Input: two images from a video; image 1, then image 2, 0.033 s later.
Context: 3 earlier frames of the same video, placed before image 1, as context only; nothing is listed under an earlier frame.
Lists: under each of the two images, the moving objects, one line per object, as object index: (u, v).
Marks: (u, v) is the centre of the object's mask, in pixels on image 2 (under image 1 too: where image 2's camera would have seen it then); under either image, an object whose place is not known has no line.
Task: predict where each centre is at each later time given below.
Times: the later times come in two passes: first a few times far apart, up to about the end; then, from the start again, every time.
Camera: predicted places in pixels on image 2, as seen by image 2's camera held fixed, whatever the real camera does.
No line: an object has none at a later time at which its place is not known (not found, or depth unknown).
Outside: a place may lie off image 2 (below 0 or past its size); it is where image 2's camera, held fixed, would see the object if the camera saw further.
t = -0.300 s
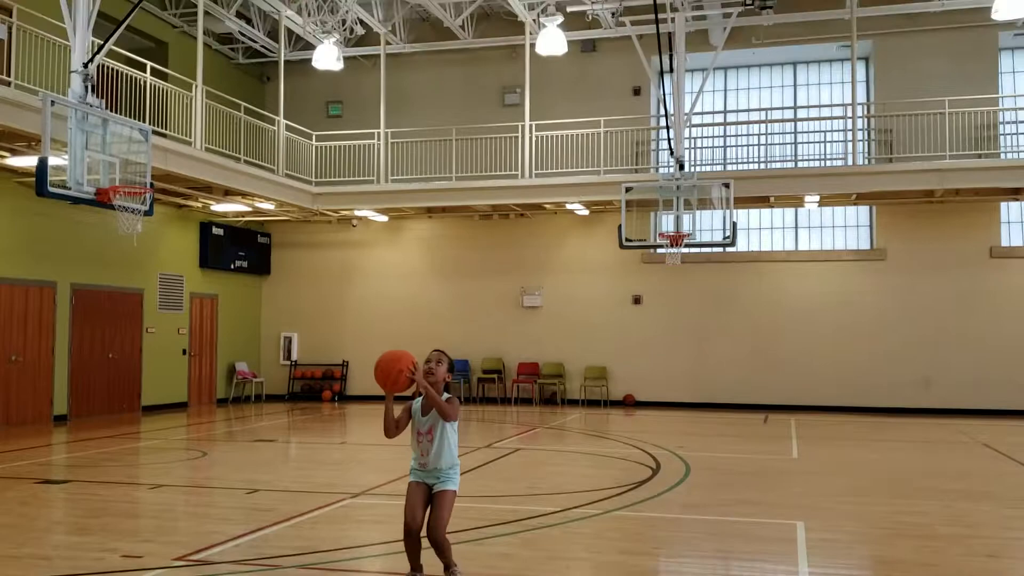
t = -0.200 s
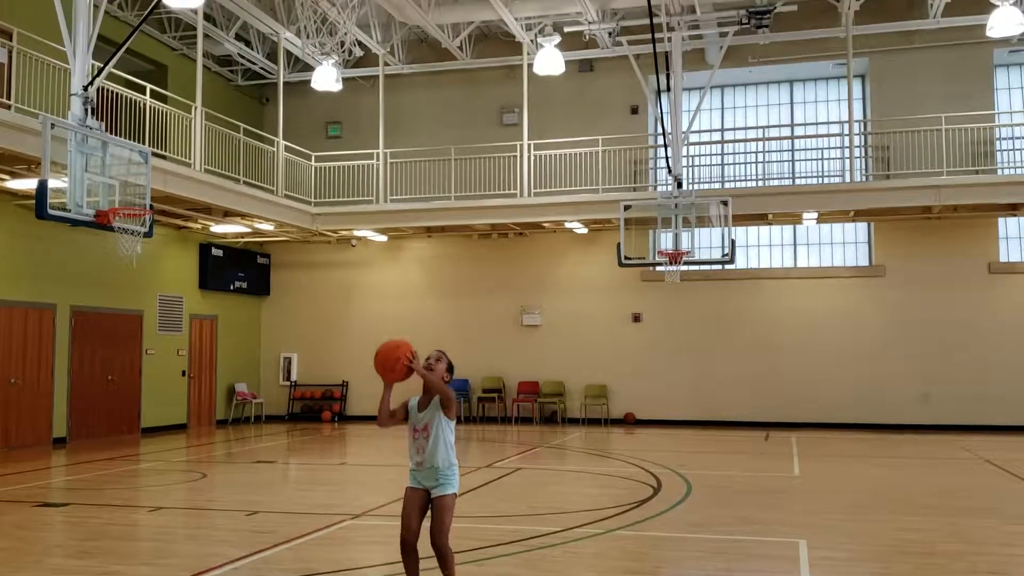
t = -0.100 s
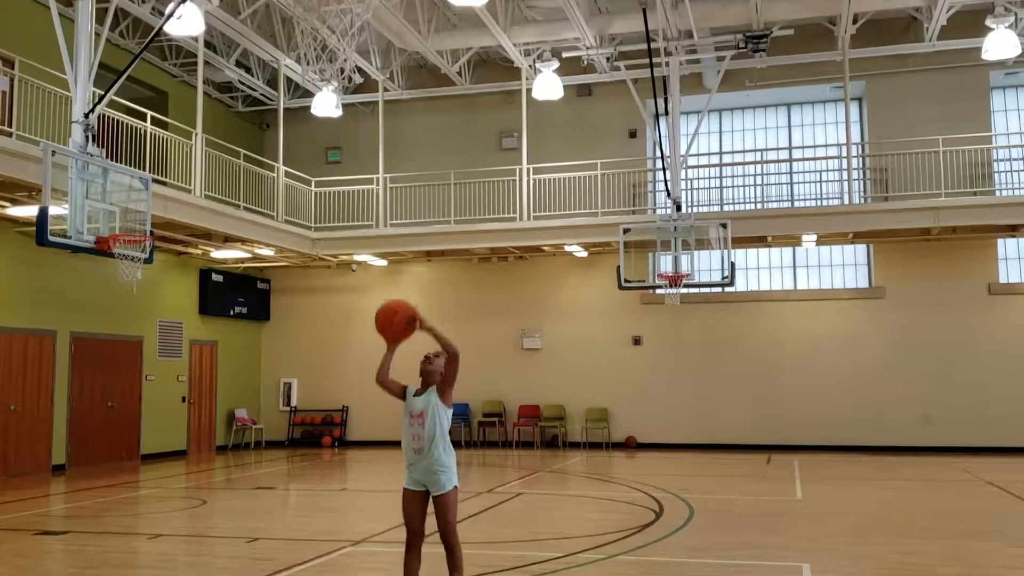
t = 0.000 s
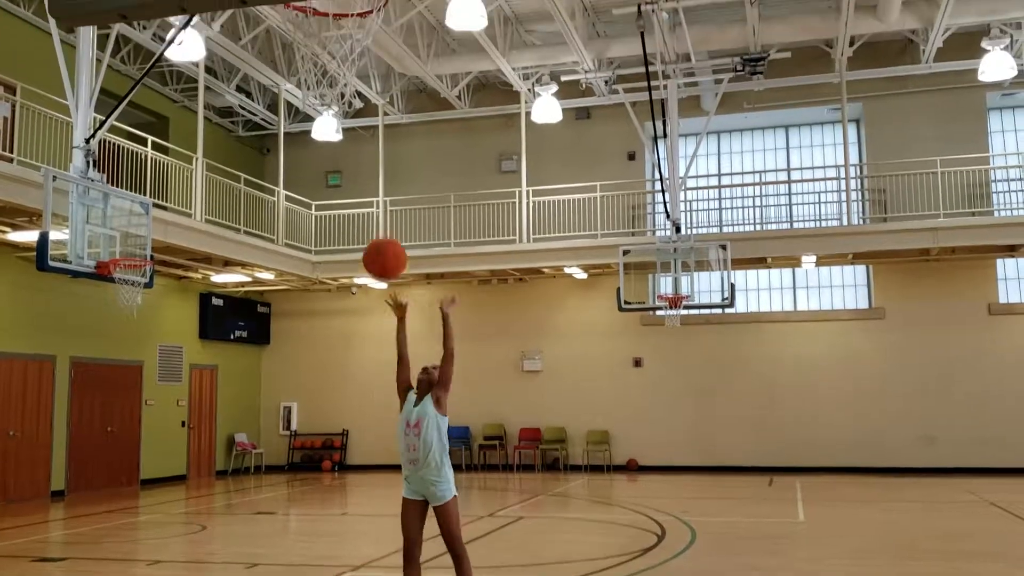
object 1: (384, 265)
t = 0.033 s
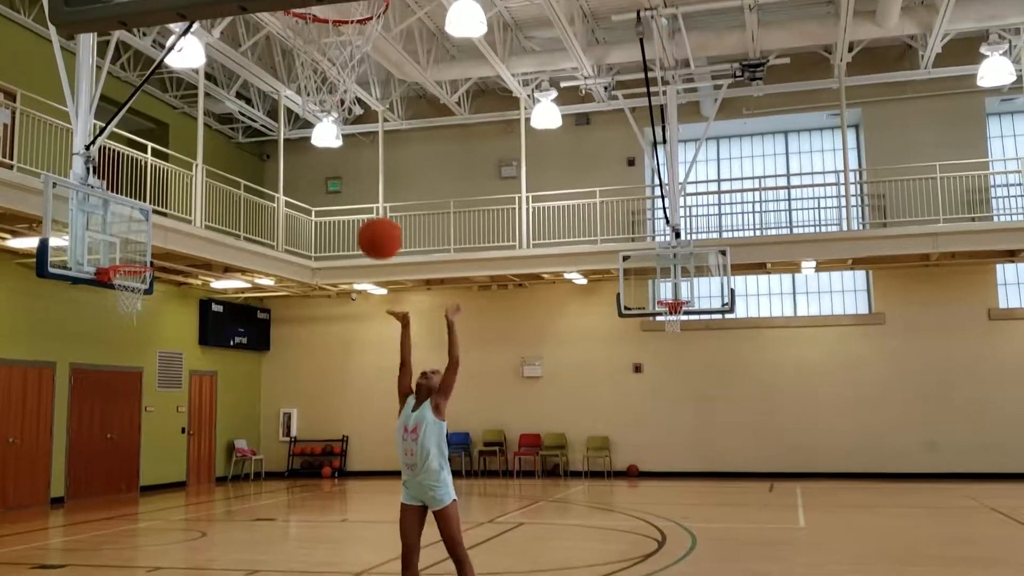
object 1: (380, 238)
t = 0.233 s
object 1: (359, 120)
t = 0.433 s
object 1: (321, 58)
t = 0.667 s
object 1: (275, 88)
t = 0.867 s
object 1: (229, 235)
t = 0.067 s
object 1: (375, 213)
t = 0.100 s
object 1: (370, 190)
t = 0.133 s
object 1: (366, 168)
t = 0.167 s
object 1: (361, 149)
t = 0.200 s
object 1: (359, 133)
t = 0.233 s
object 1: (359, 120)
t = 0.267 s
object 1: (346, 103)
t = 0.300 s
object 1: (342, 91)
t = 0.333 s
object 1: (336, 80)
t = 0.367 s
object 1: (329, 70)
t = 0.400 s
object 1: (326, 63)
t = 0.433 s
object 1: (321, 58)
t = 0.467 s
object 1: (314, 56)
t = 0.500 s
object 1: (308, 54)
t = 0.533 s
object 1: (301, 57)
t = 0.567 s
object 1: (295, 60)
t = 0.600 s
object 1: (282, 70)
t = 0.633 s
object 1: (279, 78)
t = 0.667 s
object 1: (275, 88)
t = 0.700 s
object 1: (269, 105)
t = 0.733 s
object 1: (262, 125)
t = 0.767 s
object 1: (254, 147)
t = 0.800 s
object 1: (246, 171)
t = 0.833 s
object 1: (237, 200)
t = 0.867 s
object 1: (229, 235)
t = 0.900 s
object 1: (219, 273)
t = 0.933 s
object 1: (209, 317)
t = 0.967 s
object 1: (199, 365)
